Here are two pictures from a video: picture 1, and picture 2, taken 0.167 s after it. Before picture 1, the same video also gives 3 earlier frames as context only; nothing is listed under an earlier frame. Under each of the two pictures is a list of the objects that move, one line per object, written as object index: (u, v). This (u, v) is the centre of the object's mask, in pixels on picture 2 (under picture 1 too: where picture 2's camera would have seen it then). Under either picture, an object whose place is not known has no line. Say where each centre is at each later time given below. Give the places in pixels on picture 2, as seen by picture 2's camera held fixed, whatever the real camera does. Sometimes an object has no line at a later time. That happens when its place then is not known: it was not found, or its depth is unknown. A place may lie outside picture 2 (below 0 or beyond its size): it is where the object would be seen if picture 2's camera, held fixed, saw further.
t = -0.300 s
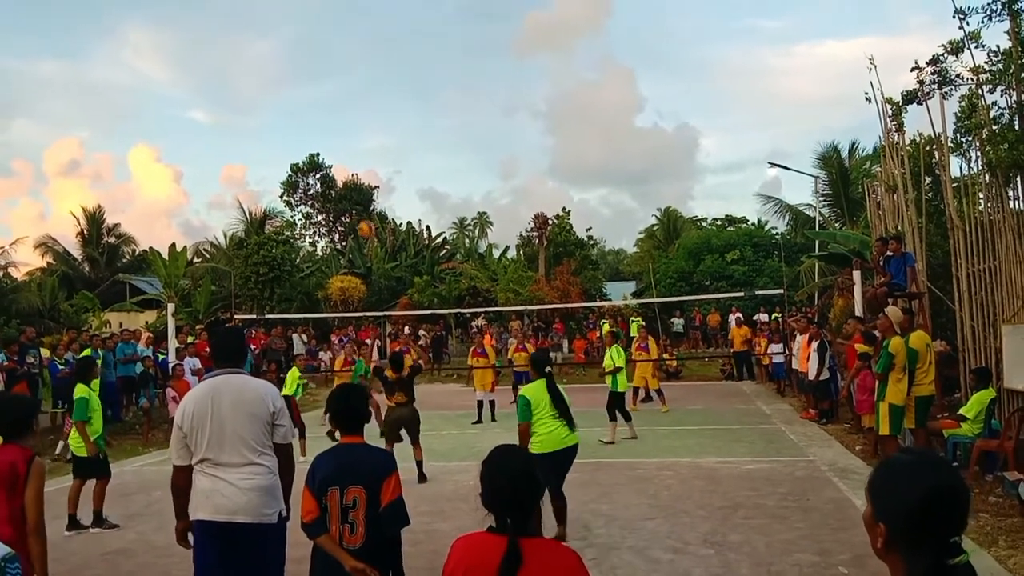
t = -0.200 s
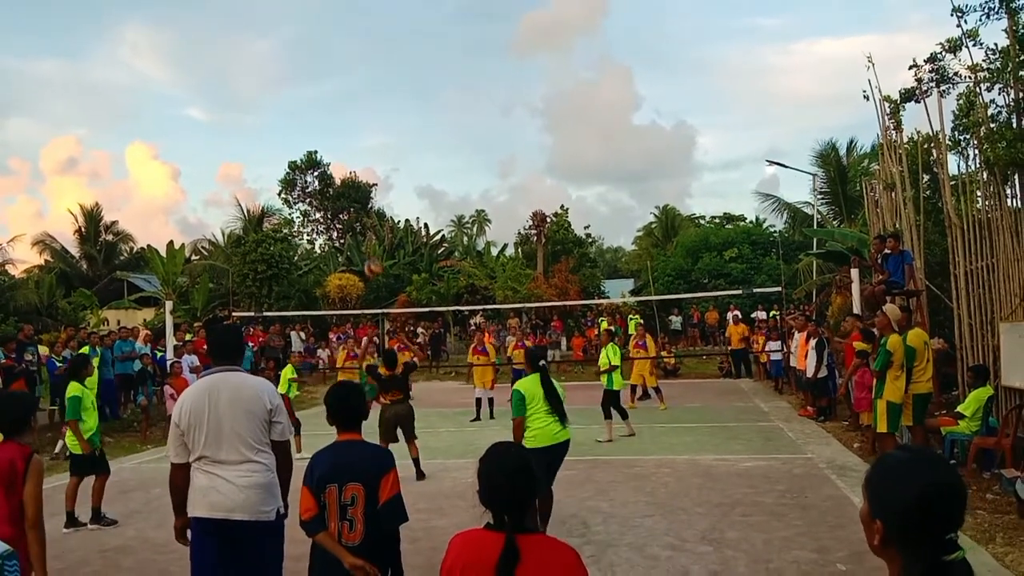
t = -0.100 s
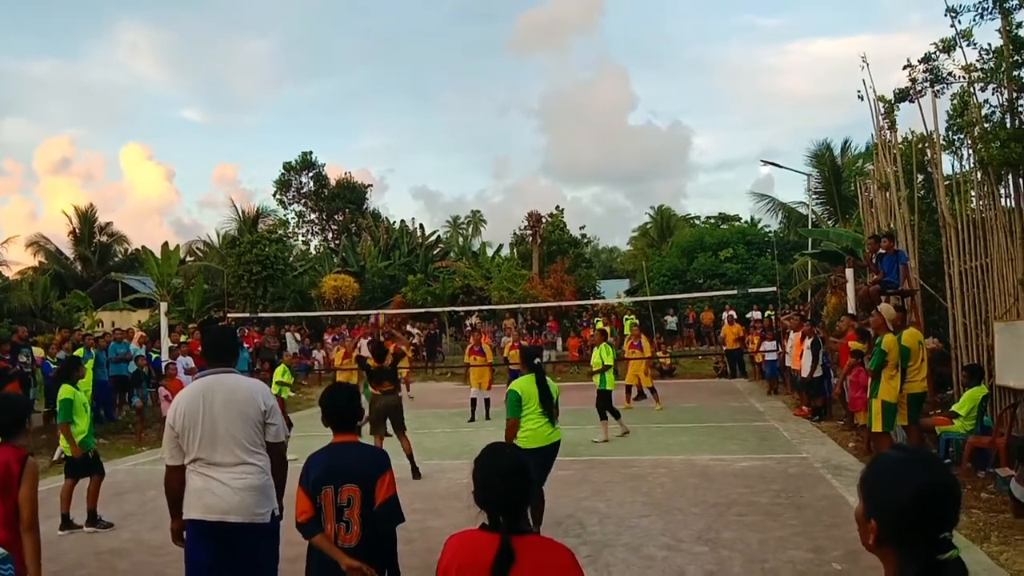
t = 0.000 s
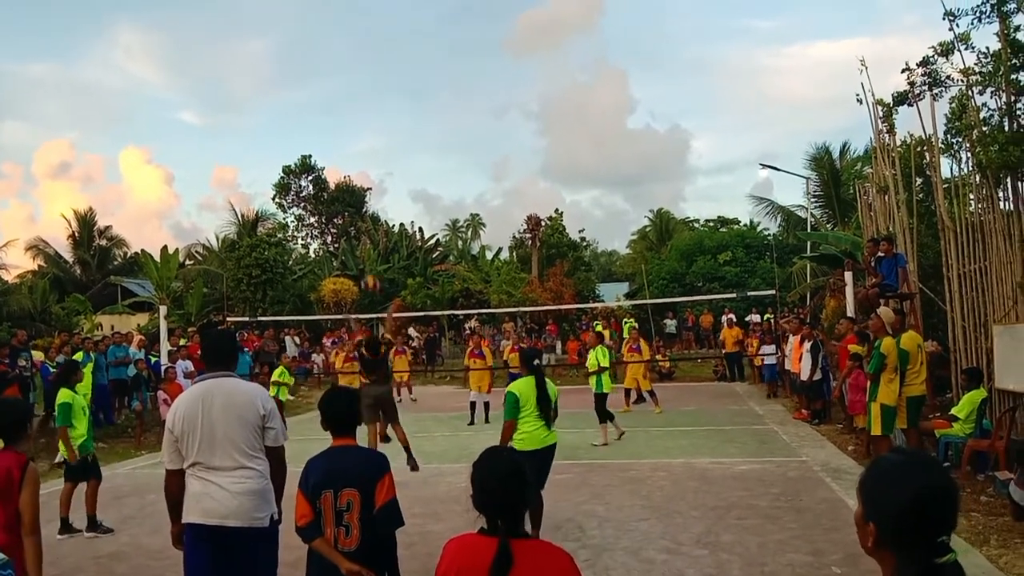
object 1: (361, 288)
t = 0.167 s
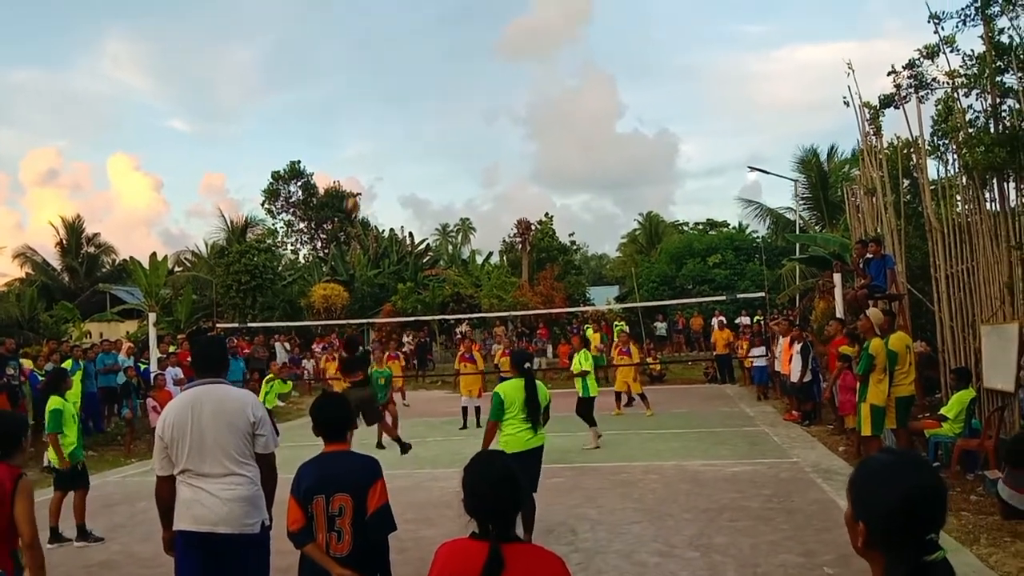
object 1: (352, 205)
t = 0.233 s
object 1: (349, 181)
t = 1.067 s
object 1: (340, 176)
